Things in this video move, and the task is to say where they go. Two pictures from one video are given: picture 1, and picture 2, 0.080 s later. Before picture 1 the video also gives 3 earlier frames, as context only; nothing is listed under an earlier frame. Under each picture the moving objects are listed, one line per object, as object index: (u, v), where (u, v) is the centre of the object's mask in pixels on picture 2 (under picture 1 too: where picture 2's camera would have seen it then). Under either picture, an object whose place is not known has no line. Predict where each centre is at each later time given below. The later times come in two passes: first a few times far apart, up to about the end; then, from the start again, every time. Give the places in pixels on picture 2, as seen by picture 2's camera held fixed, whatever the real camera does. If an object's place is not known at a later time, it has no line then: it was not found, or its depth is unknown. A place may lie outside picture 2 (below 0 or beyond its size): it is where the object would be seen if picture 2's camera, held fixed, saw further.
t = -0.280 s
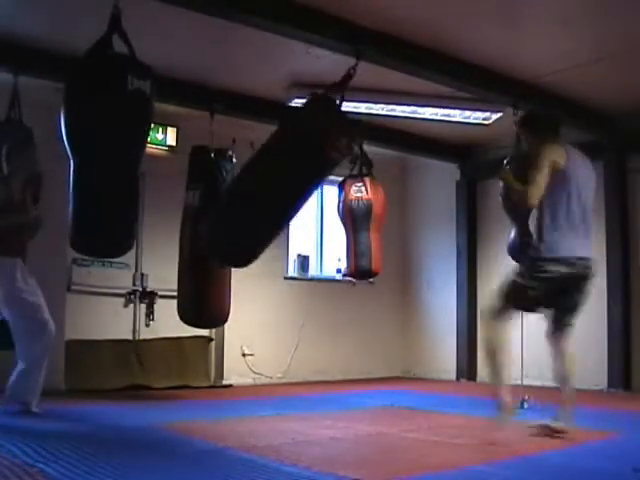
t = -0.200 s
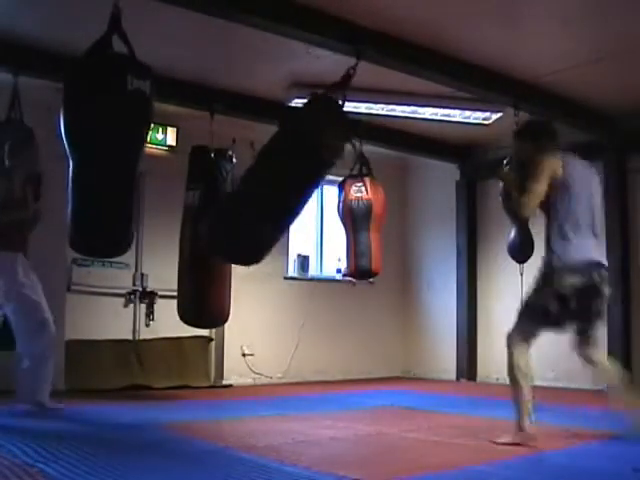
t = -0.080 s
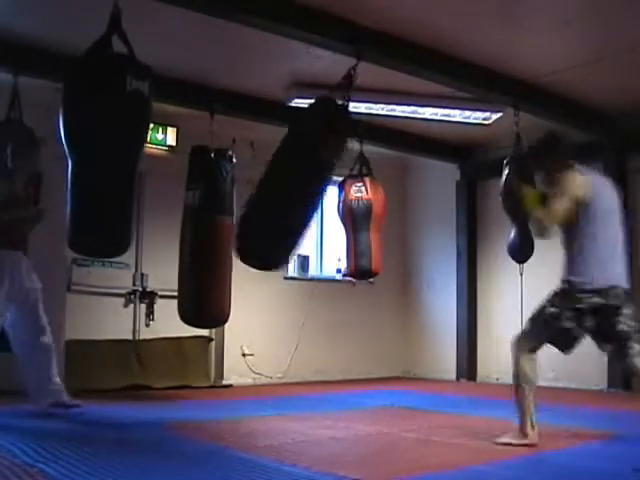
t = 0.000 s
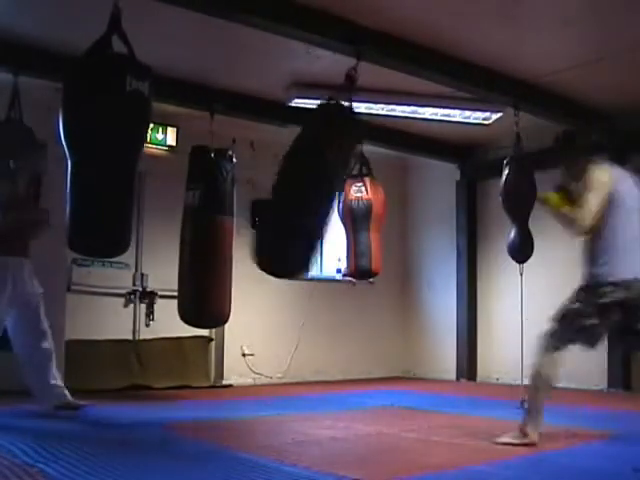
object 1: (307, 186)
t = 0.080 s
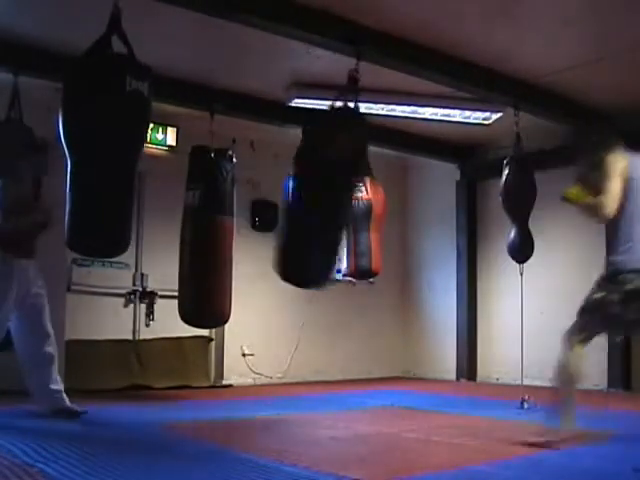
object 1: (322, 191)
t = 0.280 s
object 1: (368, 203)
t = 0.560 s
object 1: (427, 187)
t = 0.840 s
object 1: (437, 164)
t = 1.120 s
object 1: (388, 185)
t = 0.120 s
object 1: (331, 192)
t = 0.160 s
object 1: (340, 197)
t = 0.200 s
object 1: (349, 200)
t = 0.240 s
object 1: (358, 202)
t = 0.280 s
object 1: (368, 203)
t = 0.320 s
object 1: (377, 204)
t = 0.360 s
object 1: (387, 203)
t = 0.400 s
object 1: (395, 200)
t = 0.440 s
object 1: (403, 196)
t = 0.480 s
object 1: (413, 194)
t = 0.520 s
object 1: (421, 190)
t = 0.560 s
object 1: (427, 187)
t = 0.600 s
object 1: (432, 182)
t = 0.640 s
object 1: (436, 177)
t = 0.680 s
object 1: (435, 172)
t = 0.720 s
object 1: (436, 169)
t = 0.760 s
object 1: (439, 167)
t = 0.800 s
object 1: (437, 164)
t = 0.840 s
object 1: (437, 164)
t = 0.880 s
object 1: (435, 164)
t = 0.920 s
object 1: (430, 166)
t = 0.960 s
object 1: (427, 168)
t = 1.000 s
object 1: (420, 171)
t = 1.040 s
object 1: (412, 176)
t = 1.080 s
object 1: (399, 179)
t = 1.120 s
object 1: (388, 185)
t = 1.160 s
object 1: (377, 190)
